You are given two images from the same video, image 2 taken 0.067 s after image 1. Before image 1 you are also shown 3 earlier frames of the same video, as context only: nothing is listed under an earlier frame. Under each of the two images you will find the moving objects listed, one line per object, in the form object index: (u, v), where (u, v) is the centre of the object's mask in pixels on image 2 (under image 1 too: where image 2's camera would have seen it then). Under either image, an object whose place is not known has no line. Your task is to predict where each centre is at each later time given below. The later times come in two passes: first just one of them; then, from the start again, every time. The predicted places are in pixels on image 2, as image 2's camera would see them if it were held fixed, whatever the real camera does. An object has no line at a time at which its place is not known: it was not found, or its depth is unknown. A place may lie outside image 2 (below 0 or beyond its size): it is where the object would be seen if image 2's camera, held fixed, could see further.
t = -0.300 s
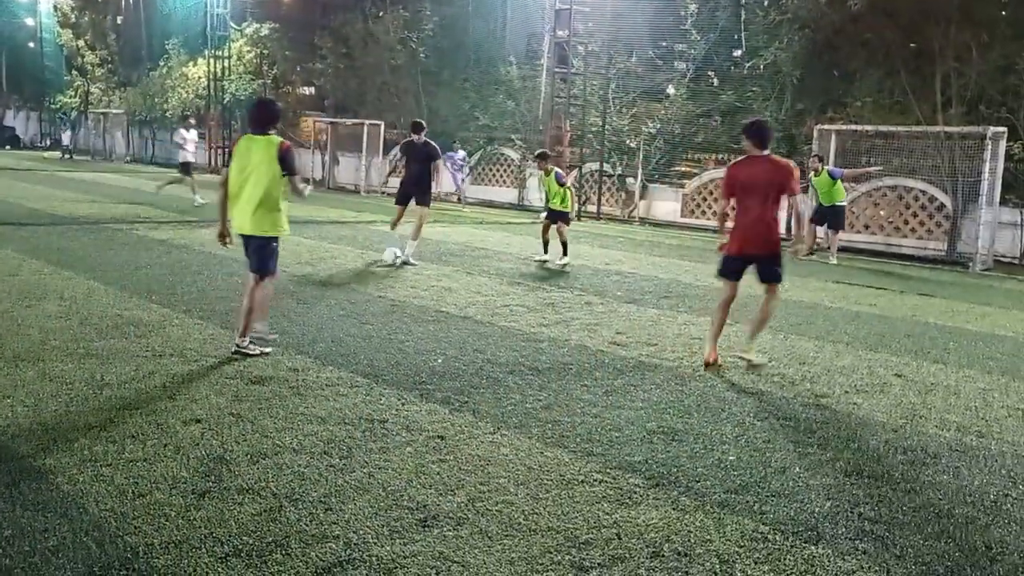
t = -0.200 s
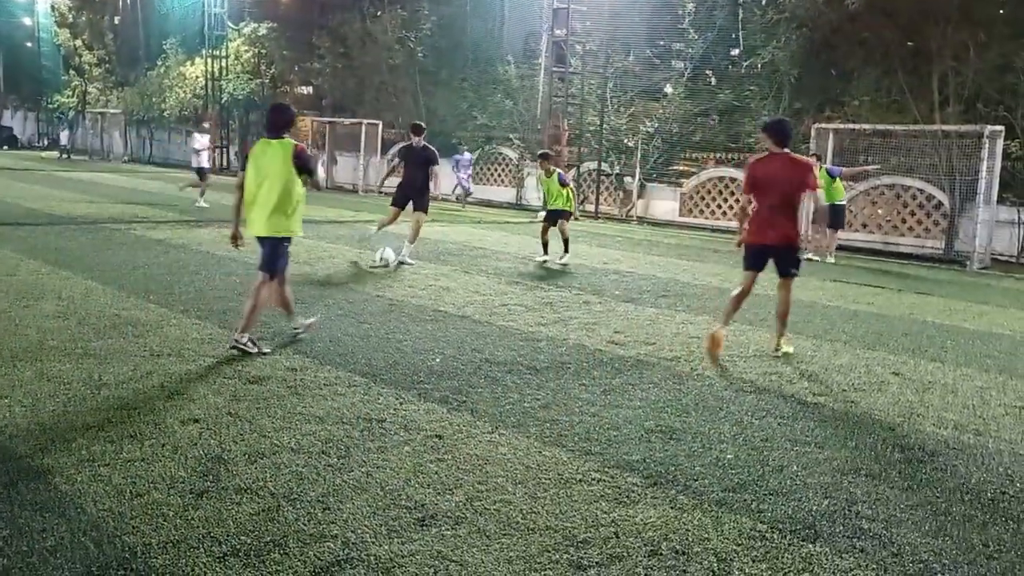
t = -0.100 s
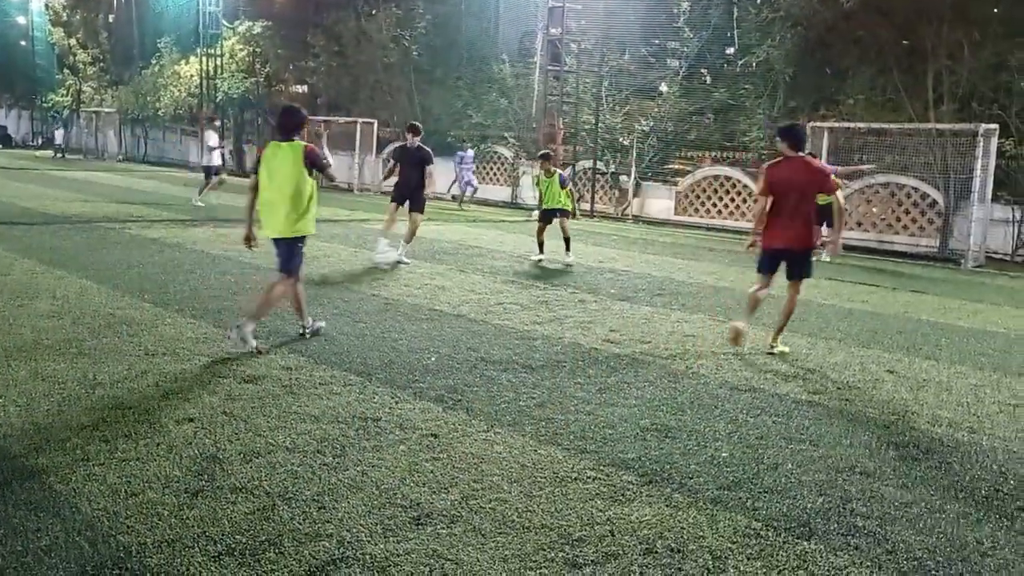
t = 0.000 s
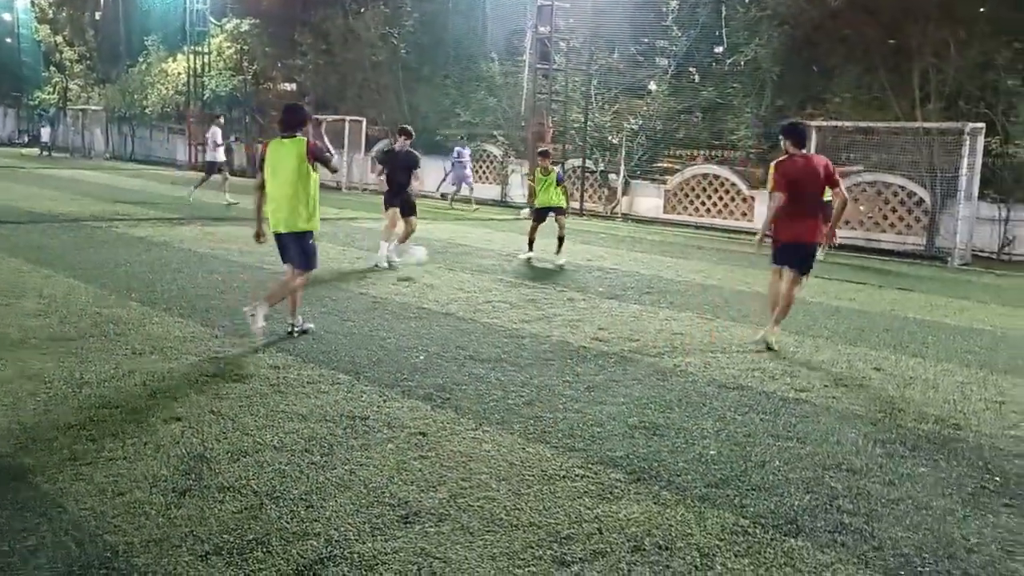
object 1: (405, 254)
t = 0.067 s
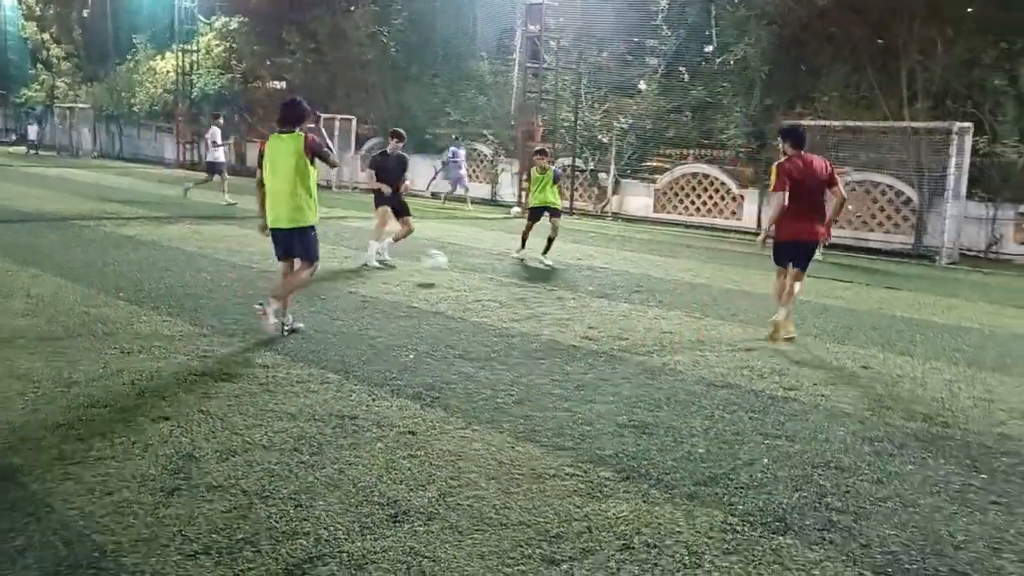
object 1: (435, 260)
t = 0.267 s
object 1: (527, 284)
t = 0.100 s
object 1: (449, 263)
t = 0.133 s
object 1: (465, 270)
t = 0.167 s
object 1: (482, 280)
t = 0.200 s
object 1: (498, 285)
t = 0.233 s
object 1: (513, 284)
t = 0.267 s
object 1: (527, 284)
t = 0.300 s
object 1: (542, 286)
